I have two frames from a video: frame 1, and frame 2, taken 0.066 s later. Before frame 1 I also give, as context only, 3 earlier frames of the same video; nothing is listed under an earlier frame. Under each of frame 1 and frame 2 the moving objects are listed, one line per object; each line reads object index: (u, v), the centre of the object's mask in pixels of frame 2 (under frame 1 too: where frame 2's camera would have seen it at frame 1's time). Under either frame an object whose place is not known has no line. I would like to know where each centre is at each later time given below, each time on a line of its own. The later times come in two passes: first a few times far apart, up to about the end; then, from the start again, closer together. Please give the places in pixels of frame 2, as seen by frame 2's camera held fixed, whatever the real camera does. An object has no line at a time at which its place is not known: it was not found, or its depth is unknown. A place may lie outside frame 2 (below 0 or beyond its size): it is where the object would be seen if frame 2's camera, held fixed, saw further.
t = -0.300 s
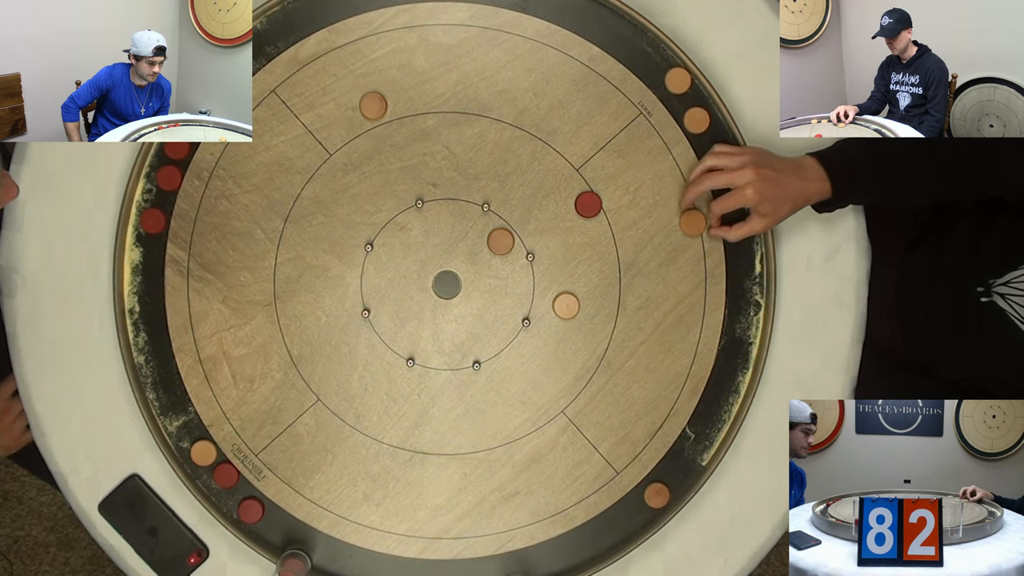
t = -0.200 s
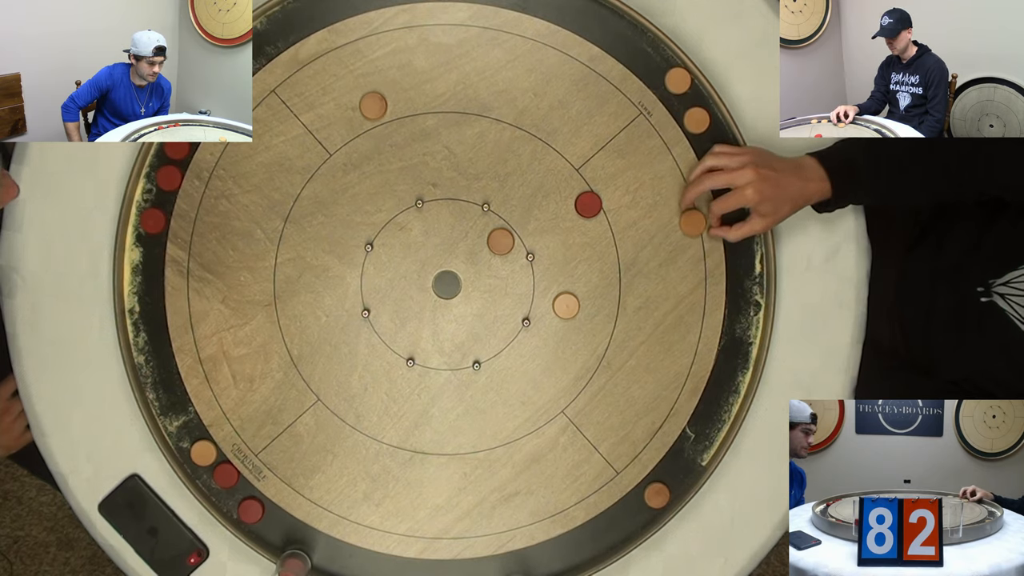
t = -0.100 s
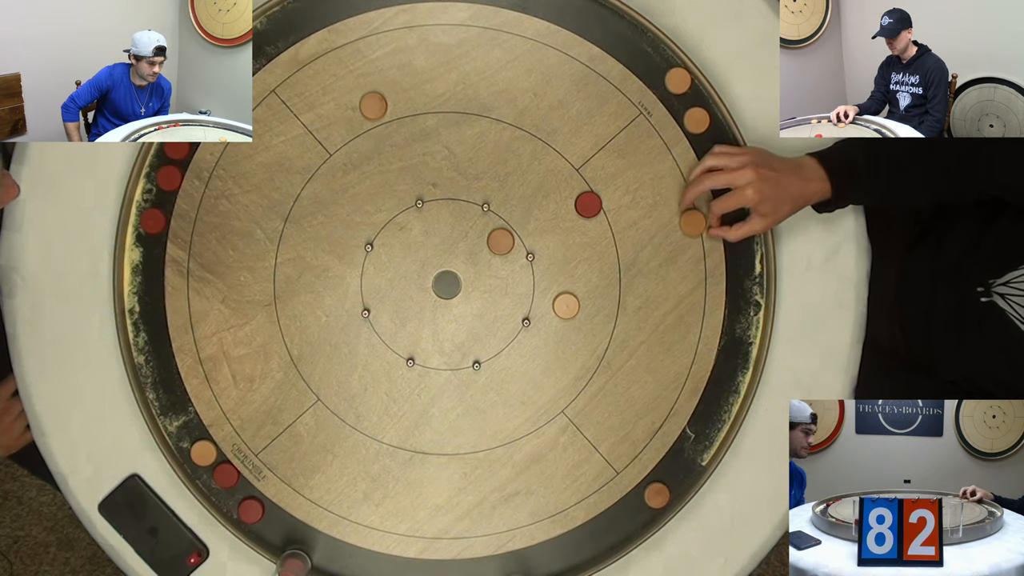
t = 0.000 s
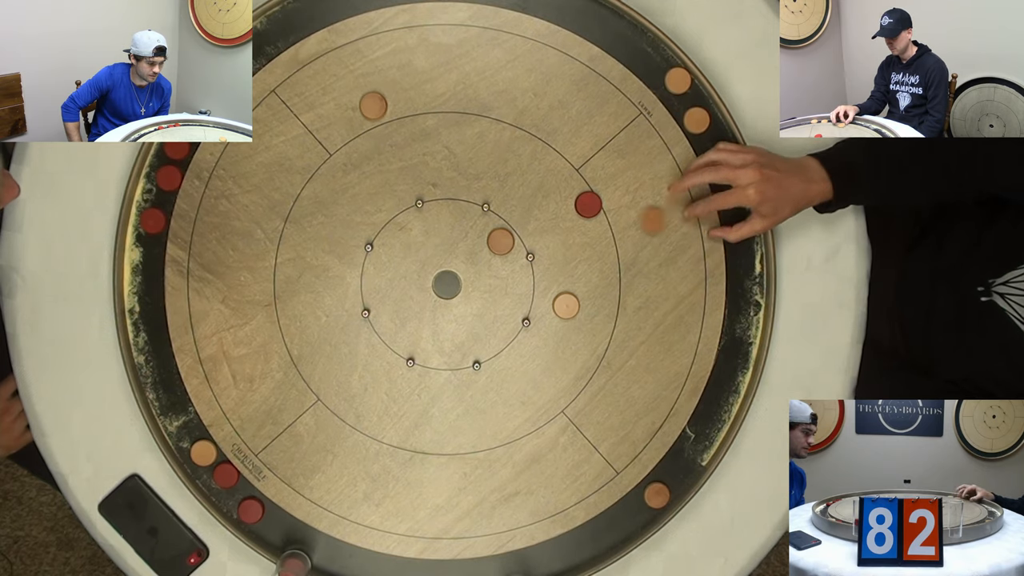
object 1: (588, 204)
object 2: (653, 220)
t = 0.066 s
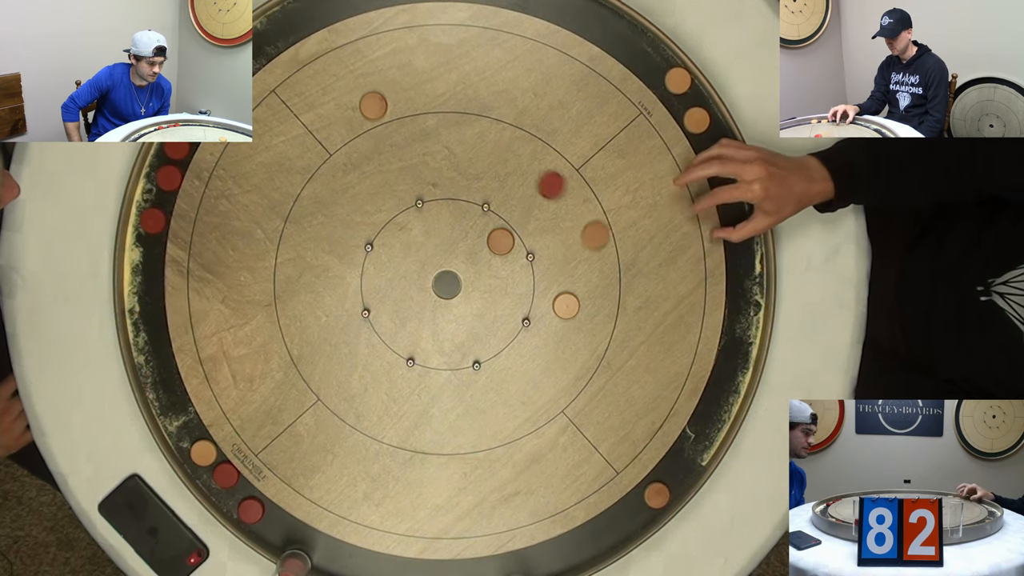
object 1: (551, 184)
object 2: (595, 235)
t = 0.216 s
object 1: (410, 111)
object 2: (538, 291)
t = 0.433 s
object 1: (388, 49)
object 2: (501, 270)
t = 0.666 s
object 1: (382, 28)
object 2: (492, 264)
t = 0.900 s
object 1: (382, 28)
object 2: (492, 264)
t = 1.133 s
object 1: (382, 28)
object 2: (492, 264)
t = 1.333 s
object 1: (382, 28)
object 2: (492, 264)
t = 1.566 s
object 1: (382, 28)
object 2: (492, 264)
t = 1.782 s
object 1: (382, 28)
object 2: (492, 264)
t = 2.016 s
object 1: (382, 28)
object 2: (492, 264)
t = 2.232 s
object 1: (382, 28)
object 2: (492, 264)
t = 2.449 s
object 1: (382, 28)
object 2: (492, 264)
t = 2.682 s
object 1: (382, 28)
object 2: (492, 264)
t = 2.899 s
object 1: (382, 28)
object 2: (492, 264)
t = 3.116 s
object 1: (382, 28)
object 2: (492, 264)
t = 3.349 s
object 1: (382, 28)
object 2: (492, 264)
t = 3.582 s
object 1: (382, 28)
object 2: (492, 264)
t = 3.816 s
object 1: (382, 28)
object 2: (492, 264)
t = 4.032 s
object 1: (382, 28)
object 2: (492, 264)
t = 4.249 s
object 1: (382, 28)
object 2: (492, 264)
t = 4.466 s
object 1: (382, 28)
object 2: (492, 264)
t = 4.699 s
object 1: (382, 28)
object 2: (492, 264)
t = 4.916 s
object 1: (382, 28)
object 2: (492, 264)
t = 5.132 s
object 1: (382, 28)
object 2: (492, 264)
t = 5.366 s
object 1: (382, 28)
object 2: (492, 264)
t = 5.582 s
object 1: (382, 28)
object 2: (492, 264)
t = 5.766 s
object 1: (382, 28)
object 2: (492, 264)
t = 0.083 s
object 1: (535, 176)
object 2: (588, 242)
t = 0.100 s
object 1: (519, 168)
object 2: (581, 249)
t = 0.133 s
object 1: (487, 152)
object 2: (568, 262)
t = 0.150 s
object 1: (471, 143)
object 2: (562, 268)
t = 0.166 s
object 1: (456, 135)
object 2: (556, 274)
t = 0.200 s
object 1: (425, 119)
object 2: (544, 286)
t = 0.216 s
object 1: (410, 111)
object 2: (538, 291)
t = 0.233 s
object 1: (400, 104)
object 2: (533, 296)
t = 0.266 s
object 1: (398, 93)
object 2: (523, 303)
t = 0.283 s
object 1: (397, 88)
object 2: (521, 299)
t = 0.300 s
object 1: (395, 82)
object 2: (518, 295)
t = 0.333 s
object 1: (393, 73)
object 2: (513, 288)
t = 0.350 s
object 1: (392, 68)
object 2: (511, 285)
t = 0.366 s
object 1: (391, 64)
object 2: (509, 281)
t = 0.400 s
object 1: (389, 56)
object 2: (505, 276)
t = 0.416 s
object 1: (388, 52)
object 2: (503, 273)
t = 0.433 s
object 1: (388, 49)
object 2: (501, 270)
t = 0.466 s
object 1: (386, 43)
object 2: (498, 268)
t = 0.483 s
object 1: (385, 40)
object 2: (497, 267)
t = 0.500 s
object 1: (385, 38)
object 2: (496, 267)
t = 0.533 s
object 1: (384, 34)
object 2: (494, 266)
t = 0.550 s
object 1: (384, 33)
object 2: (493, 266)
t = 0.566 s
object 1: (383, 31)
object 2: (493, 265)
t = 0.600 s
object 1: (383, 29)
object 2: (492, 265)
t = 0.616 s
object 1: (383, 28)
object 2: (492, 264)
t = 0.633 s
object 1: (382, 28)
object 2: (492, 264)
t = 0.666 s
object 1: (382, 28)
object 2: (492, 264)
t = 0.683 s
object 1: (382, 28)
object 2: (492, 264)
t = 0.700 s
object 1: (382, 28)
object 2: (492, 264)
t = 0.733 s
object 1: (382, 28)
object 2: (492, 264)
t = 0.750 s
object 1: (382, 28)
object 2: (492, 264)
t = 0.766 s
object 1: (382, 28)
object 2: (492, 264)
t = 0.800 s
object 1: (382, 28)
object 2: (492, 264)
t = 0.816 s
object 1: (382, 28)
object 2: (492, 264)
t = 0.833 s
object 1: (382, 28)
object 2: (492, 264)
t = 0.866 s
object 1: (382, 28)
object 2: (492, 264)
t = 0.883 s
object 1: (382, 28)
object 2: (492, 264)
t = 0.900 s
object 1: (382, 28)
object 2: (492, 264)
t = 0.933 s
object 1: (382, 28)
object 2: (492, 264)
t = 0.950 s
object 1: (382, 28)
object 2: (492, 264)
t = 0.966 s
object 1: (382, 28)
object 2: (492, 264)
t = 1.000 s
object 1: (382, 28)
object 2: (492, 264)
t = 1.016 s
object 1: (382, 28)
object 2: (492, 264)
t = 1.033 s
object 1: (382, 28)
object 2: (492, 264)
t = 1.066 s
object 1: (382, 28)
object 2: (492, 264)
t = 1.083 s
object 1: (382, 28)
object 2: (492, 264)
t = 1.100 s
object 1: (382, 28)
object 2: (492, 264)
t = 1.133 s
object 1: (382, 28)
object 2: (492, 264)
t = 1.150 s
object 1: (382, 28)
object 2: (492, 264)
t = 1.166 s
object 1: (382, 28)
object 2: (492, 264)
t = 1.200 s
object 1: (382, 28)
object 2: (492, 264)
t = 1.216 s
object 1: (382, 28)
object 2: (492, 264)
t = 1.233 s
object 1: (382, 28)
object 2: (492, 264)
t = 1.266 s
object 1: (382, 28)
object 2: (492, 264)
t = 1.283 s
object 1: (382, 28)
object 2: (492, 264)
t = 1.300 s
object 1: (382, 28)
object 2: (492, 264)
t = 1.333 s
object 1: (382, 28)
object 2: (492, 264)
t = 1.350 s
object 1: (382, 28)
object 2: (492, 264)
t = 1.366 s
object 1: (382, 28)
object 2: (492, 264)
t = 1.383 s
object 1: (382, 28)
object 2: (492, 264)
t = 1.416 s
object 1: (382, 28)
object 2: (492, 264)
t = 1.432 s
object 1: (382, 28)
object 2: (492, 264)
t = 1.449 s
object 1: (382, 28)
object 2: (492, 264)
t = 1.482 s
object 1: (382, 28)
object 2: (492, 264)
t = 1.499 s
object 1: (382, 28)
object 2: (492, 264)
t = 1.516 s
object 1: (382, 28)
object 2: (492, 264)
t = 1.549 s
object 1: (382, 28)
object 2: (492, 264)
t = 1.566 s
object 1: (382, 28)
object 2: (492, 264)
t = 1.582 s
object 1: (382, 28)
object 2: (492, 264)
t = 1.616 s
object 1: (382, 28)
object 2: (492, 264)
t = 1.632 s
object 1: (382, 28)
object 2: (492, 264)
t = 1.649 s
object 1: (382, 28)
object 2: (492, 264)
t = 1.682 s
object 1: (382, 28)
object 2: (492, 264)
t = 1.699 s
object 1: (382, 28)
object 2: (492, 264)
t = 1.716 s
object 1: (382, 28)
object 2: (492, 264)
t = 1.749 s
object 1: (382, 28)
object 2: (492, 264)
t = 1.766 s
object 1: (382, 28)
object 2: (492, 264)
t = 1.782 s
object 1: (382, 28)
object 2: (492, 264)
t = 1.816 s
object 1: (382, 28)
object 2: (492, 264)
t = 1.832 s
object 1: (382, 28)
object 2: (492, 264)
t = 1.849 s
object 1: (382, 28)
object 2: (492, 264)
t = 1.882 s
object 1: (382, 28)
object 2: (492, 264)
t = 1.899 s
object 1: (382, 28)
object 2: (492, 264)
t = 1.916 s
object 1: (382, 28)
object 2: (492, 264)
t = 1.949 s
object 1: (382, 28)
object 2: (492, 264)
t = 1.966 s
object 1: (382, 28)
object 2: (492, 264)
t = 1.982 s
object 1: (382, 28)
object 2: (492, 264)
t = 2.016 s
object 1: (382, 28)
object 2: (492, 264)
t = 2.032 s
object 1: (382, 28)
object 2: (492, 264)
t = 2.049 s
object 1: (382, 28)
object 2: (492, 264)
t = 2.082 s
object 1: (382, 28)
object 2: (492, 264)
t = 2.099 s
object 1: (382, 28)
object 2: (492, 264)
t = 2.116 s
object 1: (382, 28)
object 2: (492, 264)
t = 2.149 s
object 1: (382, 28)
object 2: (492, 264)
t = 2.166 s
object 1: (382, 28)
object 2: (492, 264)
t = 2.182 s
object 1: (382, 28)
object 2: (492, 264)
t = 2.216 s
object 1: (382, 28)
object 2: (492, 264)
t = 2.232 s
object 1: (382, 28)
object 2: (492, 264)
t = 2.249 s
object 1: (382, 28)
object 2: (492, 264)
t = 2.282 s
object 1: (382, 28)
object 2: (492, 264)
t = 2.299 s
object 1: (382, 28)
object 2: (492, 264)
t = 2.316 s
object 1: (382, 28)
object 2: (492, 264)
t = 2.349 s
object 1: (382, 28)
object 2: (492, 264)
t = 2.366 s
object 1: (382, 28)
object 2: (492, 264)
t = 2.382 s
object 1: (382, 28)
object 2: (492, 264)
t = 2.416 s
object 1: (382, 28)
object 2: (492, 264)
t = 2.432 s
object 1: (382, 28)
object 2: (492, 264)
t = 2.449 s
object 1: (382, 28)
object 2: (492, 264)
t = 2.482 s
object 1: (382, 28)
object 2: (492, 264)
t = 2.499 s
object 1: (382, 28)
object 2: (492, 264)
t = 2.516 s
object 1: (382, 28)
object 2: (492, 264)
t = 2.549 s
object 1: (382, 28)
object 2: (492, 264)
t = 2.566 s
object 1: (382, 28)
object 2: (492, 264)
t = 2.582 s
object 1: (382, 28)
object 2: (492, 264)
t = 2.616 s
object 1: (382, 28)
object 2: (492, 264)
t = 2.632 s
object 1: (382, 28)
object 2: (492, 264)
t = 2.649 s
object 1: (382, 28)
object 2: (492, 264)
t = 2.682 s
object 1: (382, 28)
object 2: (492, 264)
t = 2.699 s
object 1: (382, 28)
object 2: (492, 264)
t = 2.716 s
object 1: (382, 28)
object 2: (492, 264)
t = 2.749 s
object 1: (382, 28)
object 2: (492, 264)
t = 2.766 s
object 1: (382, 28)
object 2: (492, 264)
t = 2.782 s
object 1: (382, 28)
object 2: (492, 264)
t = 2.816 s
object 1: (382, 28)
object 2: (492, 264)
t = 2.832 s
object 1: (382, 28)
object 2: (492, 264)
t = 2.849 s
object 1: (382, 28)
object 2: (492, 264)
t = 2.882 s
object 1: (382, 28)
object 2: (492, 264)
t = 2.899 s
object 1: (382, 28)
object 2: (492, 264)
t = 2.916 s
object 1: (382, 28)
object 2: (492, 264)
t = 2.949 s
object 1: (382, 28)
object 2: (492, 264)
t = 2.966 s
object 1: (382, 28)
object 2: (492, 264)
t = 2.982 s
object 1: (382, 28)
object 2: (492, 264)
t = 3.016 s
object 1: (382, 28)
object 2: (492, 264)
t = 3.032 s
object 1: (382, 28)
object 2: (492, 264)
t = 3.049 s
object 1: (382, 28)
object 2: (492, 264)
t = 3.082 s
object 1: (382, 28)
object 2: (492, 264)
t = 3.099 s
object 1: (382, 28)
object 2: (492, 264)
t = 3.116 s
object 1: (382, 28)
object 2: (492, 264)
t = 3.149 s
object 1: (382, 28)
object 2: (492, 264)
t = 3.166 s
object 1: (382, 28)
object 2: (492, 264)
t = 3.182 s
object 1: (382, 28)
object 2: (492, 264)
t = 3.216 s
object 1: (382, 28)
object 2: (492, 264)
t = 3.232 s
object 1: (382, 28)
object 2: (492, 264)
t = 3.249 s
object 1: (382, 28)
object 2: (492, 264)
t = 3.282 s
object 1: (382, 28)
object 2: (492, 264)
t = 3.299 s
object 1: (382, 28)
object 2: (492, 264)
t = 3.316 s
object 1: (382, 28)
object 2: (492, 264)
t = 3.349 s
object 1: (382, 28)
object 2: (492, 264)
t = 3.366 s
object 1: (382, 28)
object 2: (492, 264)
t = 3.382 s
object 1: (382, 28)
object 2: (492, 264)
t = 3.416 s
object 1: (382, 28)
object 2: (492, 264)
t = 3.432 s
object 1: (382, 28)
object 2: (492, 264)
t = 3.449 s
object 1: (382, 28)
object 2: (492, 264)
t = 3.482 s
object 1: (382, 28)
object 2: (492, 264)
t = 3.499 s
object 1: (382, 28)
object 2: (492, 264)
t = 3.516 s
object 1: (382, 28)
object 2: (492, 264)
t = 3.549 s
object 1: (382, 28)
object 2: (492, 264)
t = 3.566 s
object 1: (382, 28)
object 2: (492, 264)
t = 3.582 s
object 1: (382, 28)
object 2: (492, 264)
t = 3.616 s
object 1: (382, 28)
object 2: (492, 264)
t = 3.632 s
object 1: (382, 28)
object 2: (492, 264)
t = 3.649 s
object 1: (382, 28)
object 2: (492, 264)
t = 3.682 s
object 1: (382, 28)
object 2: (492, 264)
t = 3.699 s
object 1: (382, 28)
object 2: (492, 264)
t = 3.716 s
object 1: (382, 28)
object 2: (492, 264)
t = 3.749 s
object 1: (382, 28)
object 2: (492, 264)
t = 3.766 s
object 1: (382, 28)
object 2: (492, 264)
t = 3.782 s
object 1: (382, 28)
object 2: (492, 264)
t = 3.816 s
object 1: (382, 28)
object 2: (492, 264)
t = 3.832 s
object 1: (382, 28)
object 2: (492, 264)
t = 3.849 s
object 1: (382, 28)
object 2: (492, 264)
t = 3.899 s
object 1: (382, 28)
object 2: (492, 264)
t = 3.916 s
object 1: (382, 28)
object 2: (492, 264)
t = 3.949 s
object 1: (382, 28)
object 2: (492, 264)
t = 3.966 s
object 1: (382, 28)
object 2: (492, 264)
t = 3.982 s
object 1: (382, 28)
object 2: (492, 264)
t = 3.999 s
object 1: (382, 28)
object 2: (492, 264)
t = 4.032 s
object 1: (382, 28)
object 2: (492, 264)
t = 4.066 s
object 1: (382, 28)
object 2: (492, 264)
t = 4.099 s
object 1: (382, 28)
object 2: (492, 264)
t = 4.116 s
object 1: (382, 28)
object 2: (492, 264)
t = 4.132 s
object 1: (382, 28)
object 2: (492, 264)
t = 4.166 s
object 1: (382, 28)
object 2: (492, 264)
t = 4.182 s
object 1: (382, 28)
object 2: (492, 264)
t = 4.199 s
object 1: (382, 28)
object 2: (492, 264)
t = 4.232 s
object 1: (382, 28)
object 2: (492, 264)
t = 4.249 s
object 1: (382, 28)
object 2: (492, 264)
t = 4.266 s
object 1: (382, 28)
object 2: (492, 264)
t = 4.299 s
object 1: (382, 28)
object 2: (492, 264)
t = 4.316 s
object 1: (382, 28)
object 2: (492, 264)
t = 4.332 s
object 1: (382, 28)
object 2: (492, 264)
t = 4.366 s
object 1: (382, 28)
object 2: (492, 264)
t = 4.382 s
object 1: (382, 28)
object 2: (492, 264)
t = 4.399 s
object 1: (382, 28)
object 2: (492, 264)
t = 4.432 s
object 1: (382, 28)
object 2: (492, 264)
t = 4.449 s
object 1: (382, 28)
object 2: (492, 264)
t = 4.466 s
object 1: (382, 28)
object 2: (492, 264)
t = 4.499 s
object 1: (382, 28)
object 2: (492, 264)
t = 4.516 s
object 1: (382, 28)
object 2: (492, 264)
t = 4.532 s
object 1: (382, 28)
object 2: (492, 264)
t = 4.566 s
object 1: (382, 27)
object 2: (492, 264)
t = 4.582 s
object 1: (382, 28)
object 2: (492, 264)
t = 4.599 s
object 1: (382, 28)
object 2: (492, 264)
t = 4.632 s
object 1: (382, 28)
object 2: (492, 264)
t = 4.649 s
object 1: (382, 28)
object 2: (492, 264)
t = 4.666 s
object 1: (382, 28)
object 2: (492, 264)
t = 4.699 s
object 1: (382, 28)
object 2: (492, 264)
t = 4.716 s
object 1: (382, 28)
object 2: (492, 264)
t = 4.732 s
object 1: (382, 28)
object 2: (492, 264)
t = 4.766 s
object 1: (382, 28)
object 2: (492, 264)
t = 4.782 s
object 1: (382, 28)
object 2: (492, 264)
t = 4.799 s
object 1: (382, 28)
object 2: (492, 264)
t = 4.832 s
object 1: (382, 28)
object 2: (492, 264)
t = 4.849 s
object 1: (382, 28)
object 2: (492, 264)
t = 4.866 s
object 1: (382, 28)
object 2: (492, 264)
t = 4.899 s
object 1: (382, 28)
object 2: (492, 264)
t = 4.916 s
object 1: (382, 28)
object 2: (492, 264)
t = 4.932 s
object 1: (382, 28)
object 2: (492, 264)
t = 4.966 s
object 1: (382, 28)
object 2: (492, 264)
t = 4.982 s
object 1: (382, 28)
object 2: (492, 264)
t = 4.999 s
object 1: (382, 28)
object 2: (492, 264)
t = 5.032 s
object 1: (382, 28)
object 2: (492, 264)
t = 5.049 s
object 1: (382, 28)
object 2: (492, 264)
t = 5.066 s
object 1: (382, 28)
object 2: (492, 264)
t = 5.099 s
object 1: (382, 28)
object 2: (492, 264)
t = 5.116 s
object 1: (382, 28)
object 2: (492, 264)
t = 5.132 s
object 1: (382, 28)
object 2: (492, 264)
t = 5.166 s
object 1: (382, 28)
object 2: (492, 264)
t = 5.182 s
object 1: (382, 28)
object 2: (492, 264)
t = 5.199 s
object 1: (382, 28)
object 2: (492, 264)
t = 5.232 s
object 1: (382, 28)
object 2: (492, 264)
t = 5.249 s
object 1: (382, 28)
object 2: (492, 264)
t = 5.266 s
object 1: (382, 28)
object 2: (492, 264)
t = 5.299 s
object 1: (382, 28)
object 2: (492, 264)
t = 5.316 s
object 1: (382, 28)
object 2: (492, 264)
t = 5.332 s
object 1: (382, 28)
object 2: (492, 264)
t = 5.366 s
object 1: (382, 28)
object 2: (492, 264)
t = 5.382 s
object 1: (382, 28)
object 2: (492, 264)
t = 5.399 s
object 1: (382, 28)
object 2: (492, 264)
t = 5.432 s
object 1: (382, 28)
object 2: (492, 264)
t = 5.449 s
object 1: (382, 28)
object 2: (492, 264)
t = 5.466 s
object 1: (382, 28)
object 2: (492, 264)
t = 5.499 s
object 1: (382, 28)
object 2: (492, 264)
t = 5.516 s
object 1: (382, 28)
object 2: (492, 264)
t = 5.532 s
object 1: (382, 28)
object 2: (492, 264)
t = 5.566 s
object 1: (382, 28)
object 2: (492, 264)
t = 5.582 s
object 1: (382, 28)
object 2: (492, 264)
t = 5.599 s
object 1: (382, 28)
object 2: (492, 264)
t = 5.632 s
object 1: (382, 28)
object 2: (492, 264)
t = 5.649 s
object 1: (382, 28)
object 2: (492, 264)
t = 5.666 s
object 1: (382, 28)
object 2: (492, 264)
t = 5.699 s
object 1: (382, 28)
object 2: (492, 264)
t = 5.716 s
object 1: (382, 28)
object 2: (492, 264)
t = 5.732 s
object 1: (382, 28)
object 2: (492, 264)
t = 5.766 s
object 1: (382, 28)
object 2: (492, 264)
